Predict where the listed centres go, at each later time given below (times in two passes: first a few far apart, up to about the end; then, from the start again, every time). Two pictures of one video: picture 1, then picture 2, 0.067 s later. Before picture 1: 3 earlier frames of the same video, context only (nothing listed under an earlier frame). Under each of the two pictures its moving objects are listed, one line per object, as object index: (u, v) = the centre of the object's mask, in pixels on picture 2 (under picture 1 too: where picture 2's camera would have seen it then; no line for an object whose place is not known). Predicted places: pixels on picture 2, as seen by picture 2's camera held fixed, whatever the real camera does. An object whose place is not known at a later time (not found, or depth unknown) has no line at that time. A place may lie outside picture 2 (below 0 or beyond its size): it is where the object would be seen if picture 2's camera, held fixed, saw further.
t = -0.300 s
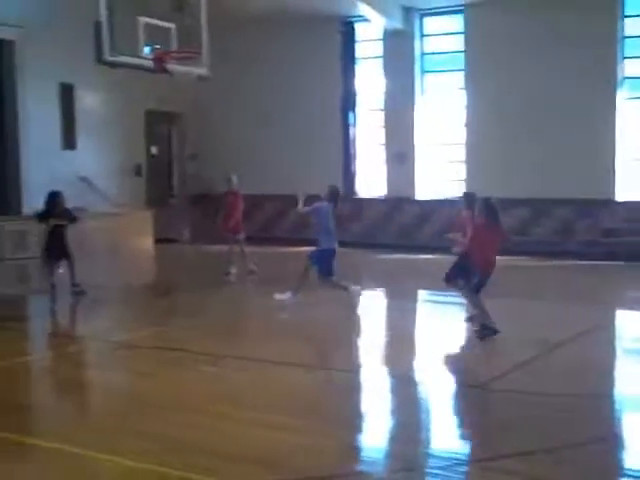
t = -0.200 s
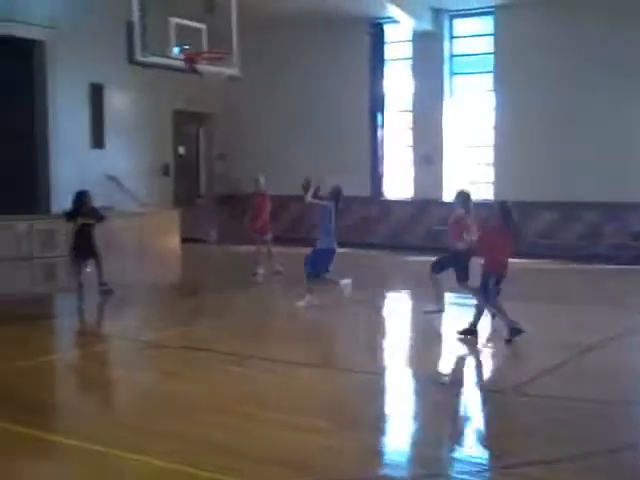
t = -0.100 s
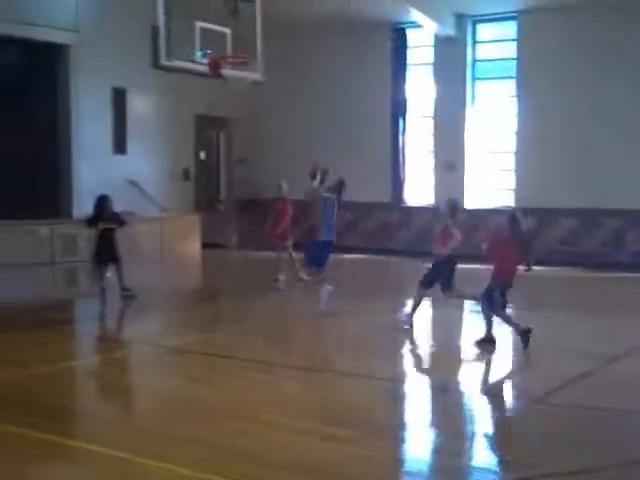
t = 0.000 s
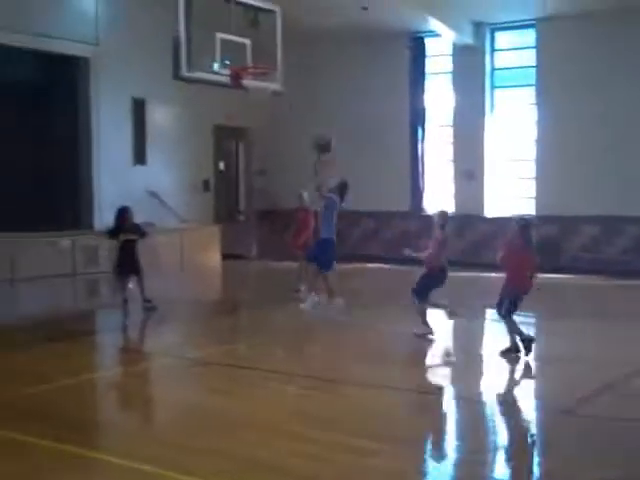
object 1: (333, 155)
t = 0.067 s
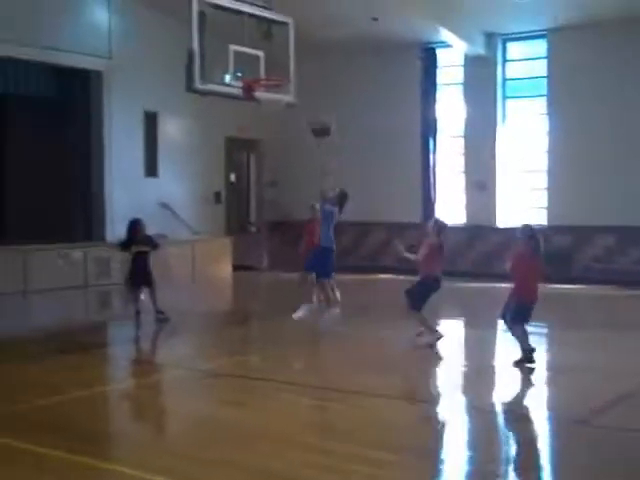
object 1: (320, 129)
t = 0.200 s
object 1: (296, 87)
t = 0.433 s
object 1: (280, 57)
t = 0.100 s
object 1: (315, 118)
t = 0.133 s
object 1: (308, 108)
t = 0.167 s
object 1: (300, 99)
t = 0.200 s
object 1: (296, 87)
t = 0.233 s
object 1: (289, 78)
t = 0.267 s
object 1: (281, 70)
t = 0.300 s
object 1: (274, 64)
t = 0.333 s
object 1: (275, 61)
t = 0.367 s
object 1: (277, 59)
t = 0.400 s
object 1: (278, 58)
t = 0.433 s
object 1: (280, 57)
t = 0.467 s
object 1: (282, 56)
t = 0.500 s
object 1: (283, 57)
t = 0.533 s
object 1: (286, 59)
